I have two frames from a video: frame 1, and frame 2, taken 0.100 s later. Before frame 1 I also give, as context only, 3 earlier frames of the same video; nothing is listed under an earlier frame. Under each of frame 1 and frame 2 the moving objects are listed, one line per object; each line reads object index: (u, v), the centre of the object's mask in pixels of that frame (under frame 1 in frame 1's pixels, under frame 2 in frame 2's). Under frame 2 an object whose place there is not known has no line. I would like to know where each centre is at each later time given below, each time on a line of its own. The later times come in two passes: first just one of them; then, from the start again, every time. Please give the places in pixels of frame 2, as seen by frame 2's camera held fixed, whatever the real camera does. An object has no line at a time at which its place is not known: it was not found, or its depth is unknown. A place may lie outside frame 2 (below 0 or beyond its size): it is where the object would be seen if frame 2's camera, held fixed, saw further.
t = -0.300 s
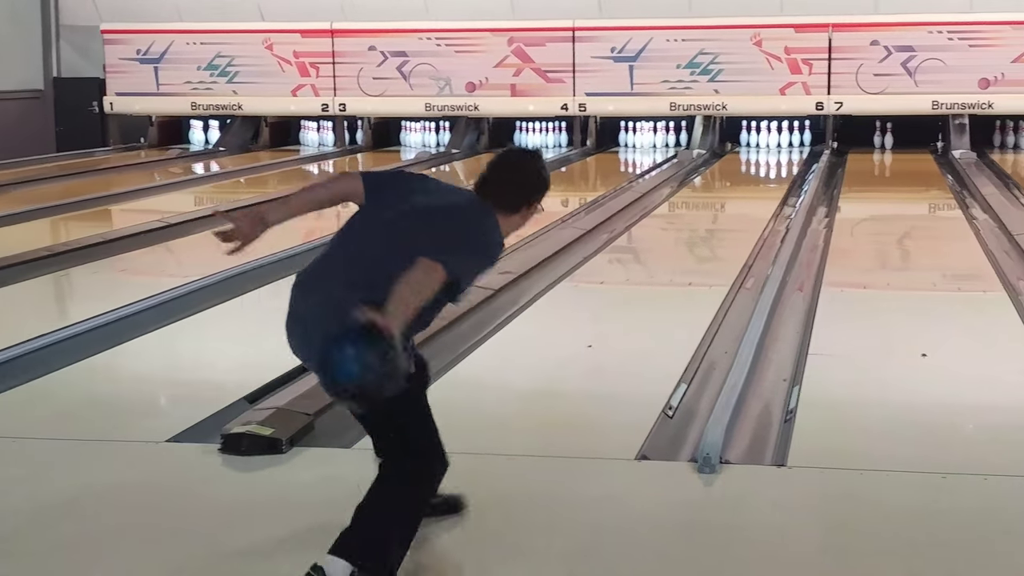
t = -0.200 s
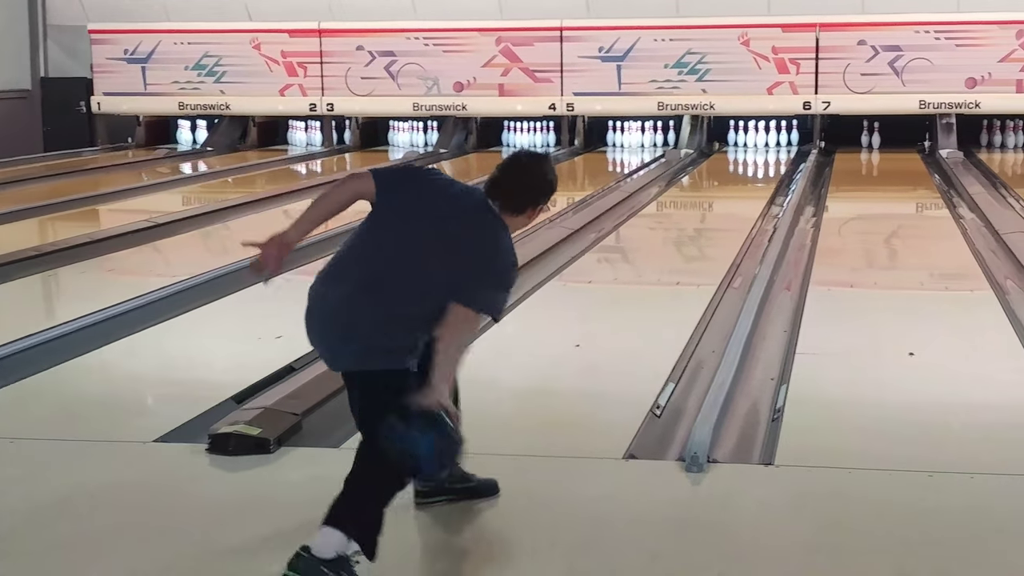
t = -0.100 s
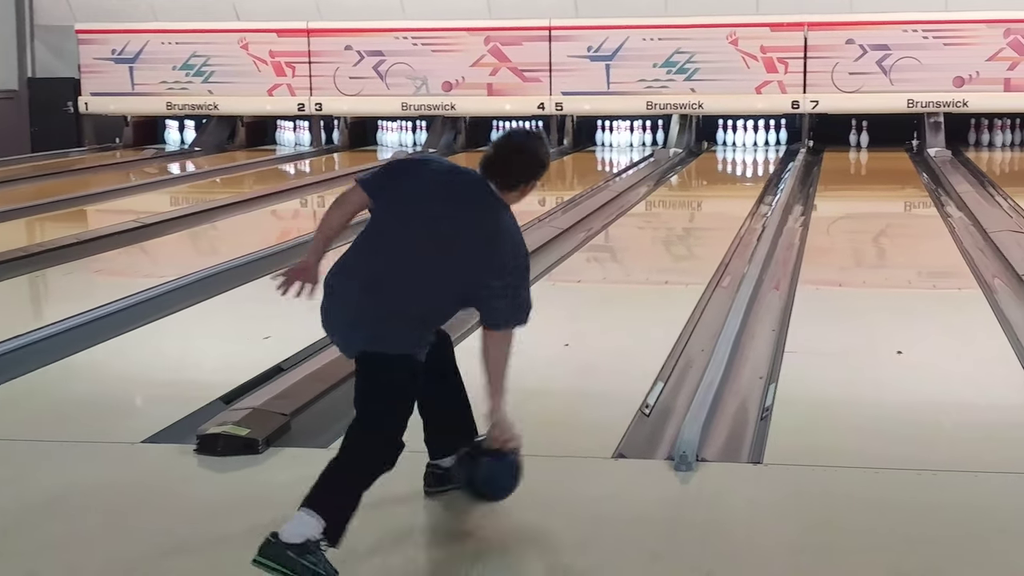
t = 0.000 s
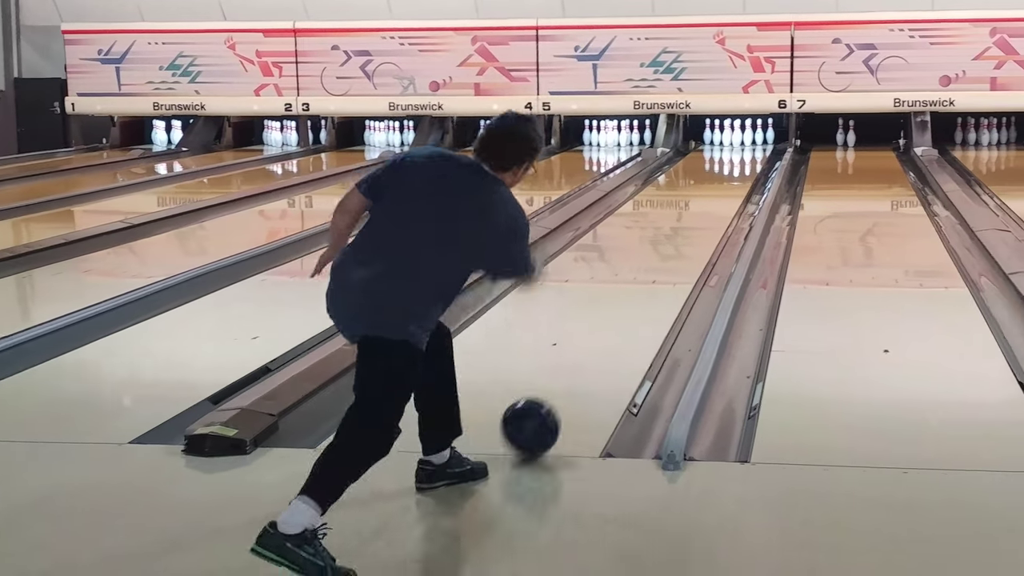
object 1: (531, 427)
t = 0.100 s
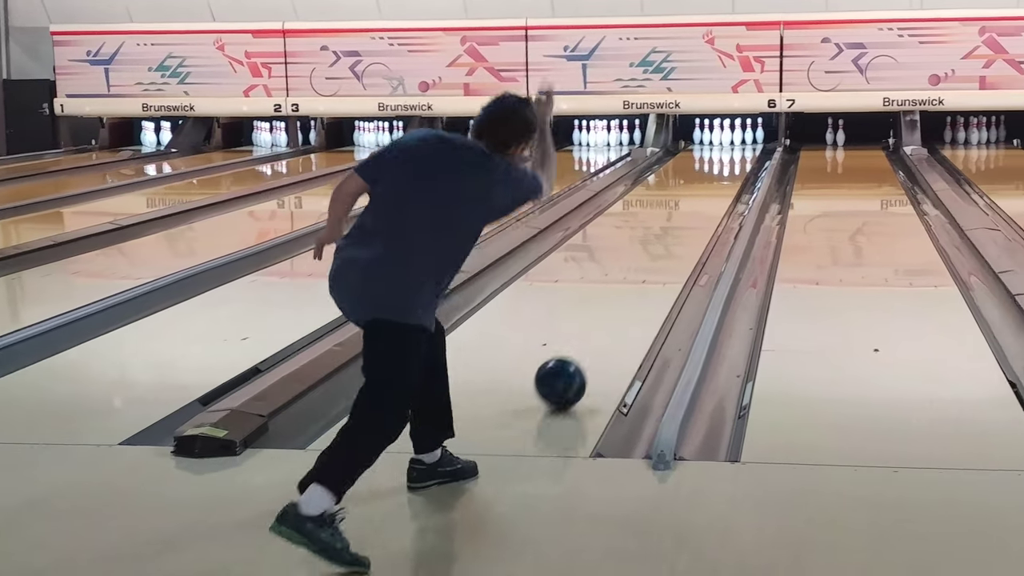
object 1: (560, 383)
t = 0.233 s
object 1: (601, 337)
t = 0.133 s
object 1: (572, 371)
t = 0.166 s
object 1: (582, 359)
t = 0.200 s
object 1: (592, 347)
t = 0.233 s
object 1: (601, 337)
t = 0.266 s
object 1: (609, 327)
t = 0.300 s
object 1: (617, 318)
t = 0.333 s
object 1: (624, 309)
